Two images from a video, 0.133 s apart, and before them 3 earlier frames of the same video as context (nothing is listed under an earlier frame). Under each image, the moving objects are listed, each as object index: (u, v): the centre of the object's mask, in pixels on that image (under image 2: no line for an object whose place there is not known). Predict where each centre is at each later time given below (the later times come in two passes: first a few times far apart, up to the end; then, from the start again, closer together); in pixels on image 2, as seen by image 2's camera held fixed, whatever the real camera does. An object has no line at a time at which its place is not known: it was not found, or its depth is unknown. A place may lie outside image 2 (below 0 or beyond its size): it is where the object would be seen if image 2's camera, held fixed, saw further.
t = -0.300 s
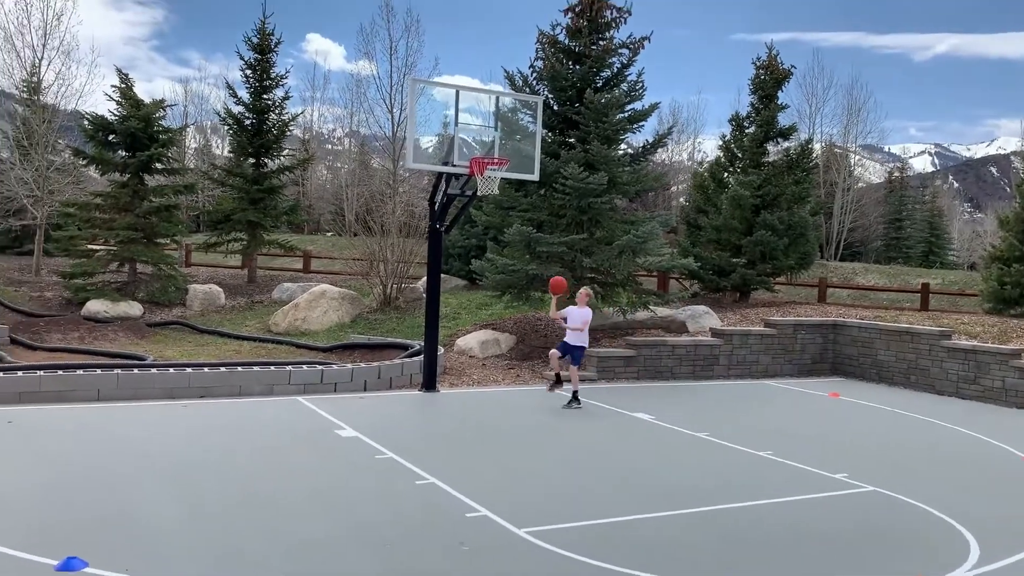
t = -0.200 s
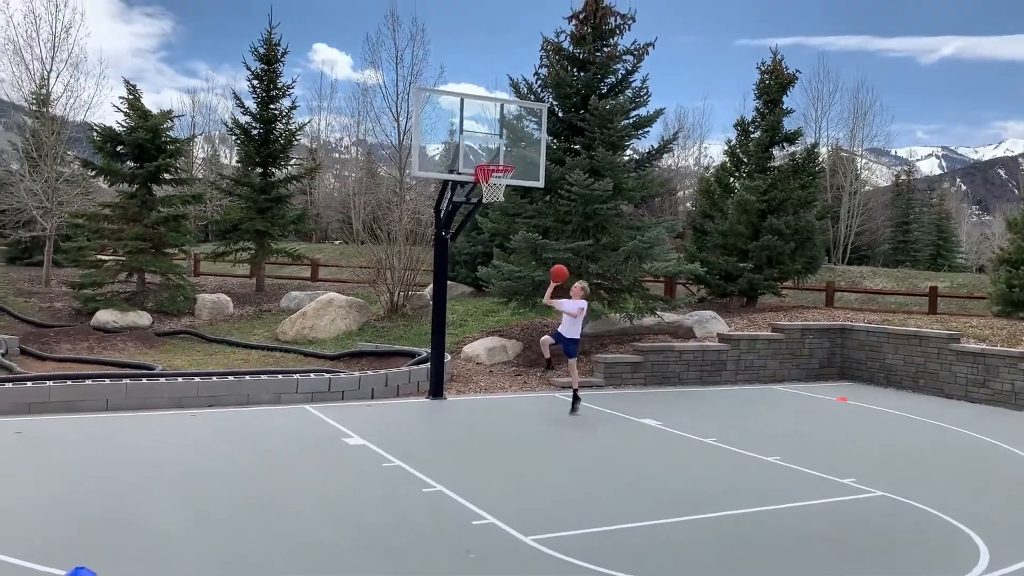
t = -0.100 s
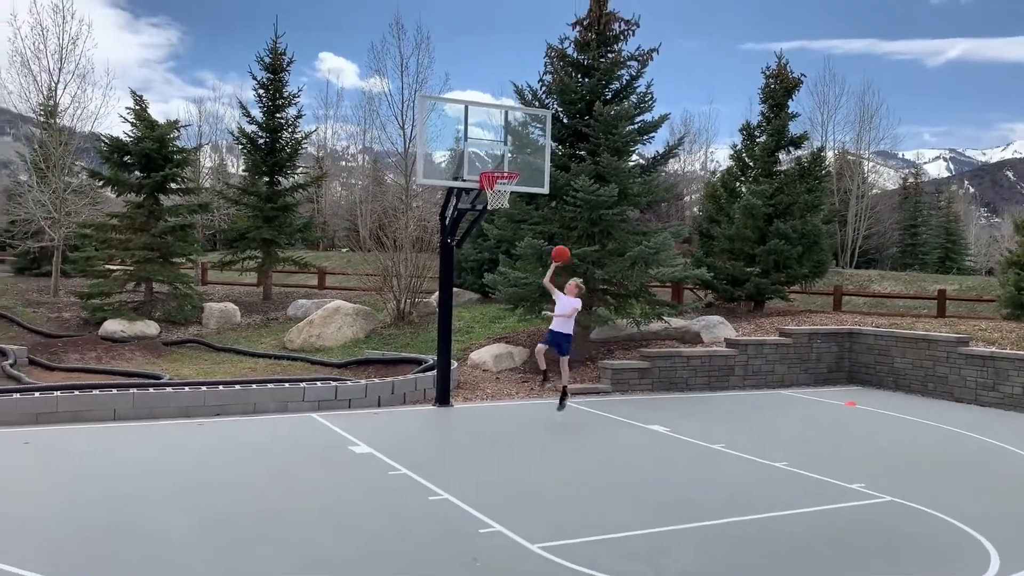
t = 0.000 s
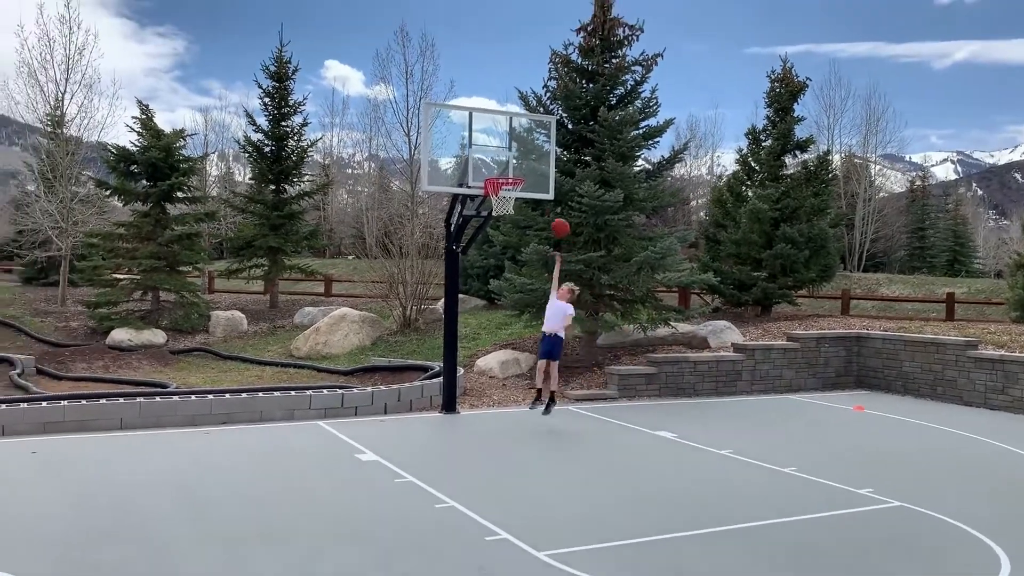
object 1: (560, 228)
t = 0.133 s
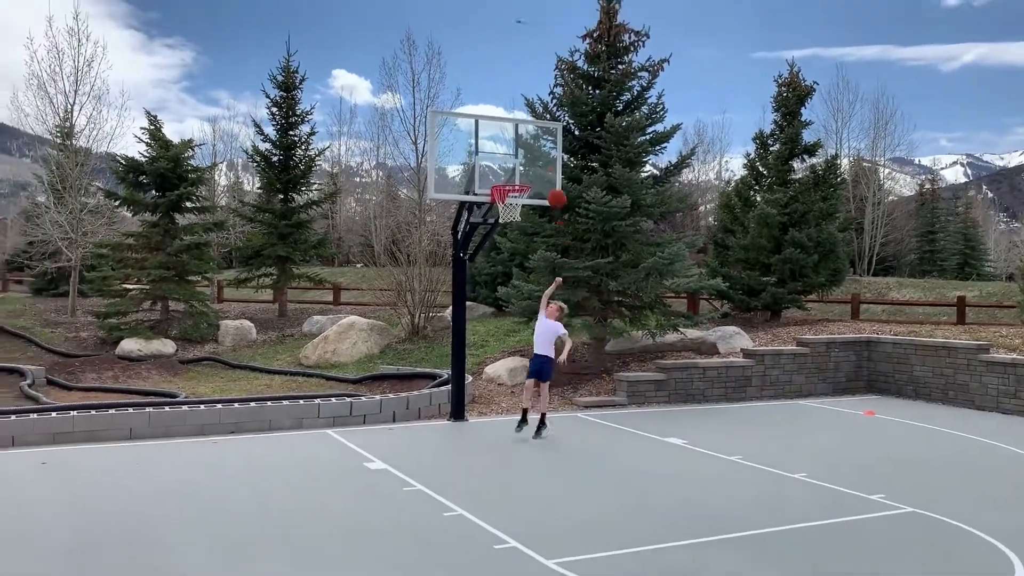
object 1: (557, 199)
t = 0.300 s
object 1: (543, 172)
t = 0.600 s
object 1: (518, 178)
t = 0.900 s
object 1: (502, 226)
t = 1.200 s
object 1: (501, 311)
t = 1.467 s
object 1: (497, 422)
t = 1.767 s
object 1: (513, 329)
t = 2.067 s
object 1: (526, 310)
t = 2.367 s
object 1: (540, 362)
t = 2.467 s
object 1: (546, 397)
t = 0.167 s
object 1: (554, 191)
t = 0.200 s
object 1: (551, 186)
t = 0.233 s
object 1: (548, 180)
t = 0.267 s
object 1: (546, 176)
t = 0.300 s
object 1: (543, 172)
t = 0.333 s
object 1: (541, 171)
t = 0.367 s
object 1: (537, 169)
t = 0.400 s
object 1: (535, 169)
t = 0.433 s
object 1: (532, 168)
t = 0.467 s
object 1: (529, 170)
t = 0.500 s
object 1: (527, 171)
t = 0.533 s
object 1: (524, 173)
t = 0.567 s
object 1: (520, 176)
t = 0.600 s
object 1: (518, 178)
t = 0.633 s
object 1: (515, 180)
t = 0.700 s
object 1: (510, 196)
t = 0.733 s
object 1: (509, 201)
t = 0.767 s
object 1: (508, 208)
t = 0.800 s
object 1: (505, 220)
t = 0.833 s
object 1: (503, 220)
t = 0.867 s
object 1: (503, 222)
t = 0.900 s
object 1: (502, 226)
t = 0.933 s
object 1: (501, 231)
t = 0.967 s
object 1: (500, 238)
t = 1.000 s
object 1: (501, 246)
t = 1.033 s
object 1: (500, 254)
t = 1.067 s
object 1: (501, 264)
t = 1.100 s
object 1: (500, 275)
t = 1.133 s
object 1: (500, 286)
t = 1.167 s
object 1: (500, 299)
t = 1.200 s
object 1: (501, 311)
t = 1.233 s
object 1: (500, 326)
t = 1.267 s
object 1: (499, 340)
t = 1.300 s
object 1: (498, 356)
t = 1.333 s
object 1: (497, 374)
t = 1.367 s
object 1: (497, 392)
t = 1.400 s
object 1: (496, 411)
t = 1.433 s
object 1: (495, 431)
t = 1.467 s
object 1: (497, 422)
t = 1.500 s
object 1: (499, 408)
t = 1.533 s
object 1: (501, 394)
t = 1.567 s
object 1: (502, 382)
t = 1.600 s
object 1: (505, 371)
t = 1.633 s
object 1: (506, 360)
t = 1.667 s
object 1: (508, 350)
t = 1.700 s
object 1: (510, 343)
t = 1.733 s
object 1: (512, 335)
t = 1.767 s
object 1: (513, 329)
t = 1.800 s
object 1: (514, 322)
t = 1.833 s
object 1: (517, 318)
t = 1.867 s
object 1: (518, 314)
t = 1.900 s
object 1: (520, 311)
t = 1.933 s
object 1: (521, 309)
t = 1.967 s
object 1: (522, 308)
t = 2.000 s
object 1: (523, 308)
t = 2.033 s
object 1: (525, 309)
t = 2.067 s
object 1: (526, 310)
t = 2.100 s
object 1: (529, 312)
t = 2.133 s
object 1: (530, 315)
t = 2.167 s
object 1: (532, 319)
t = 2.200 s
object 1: (533, 324)
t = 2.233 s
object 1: (535, 330)
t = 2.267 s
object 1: (537, 337)
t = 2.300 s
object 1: (537, 344)
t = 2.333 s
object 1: (538, 353)
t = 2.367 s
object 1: (540, 362)
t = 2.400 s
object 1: (542, 373)
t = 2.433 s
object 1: (544, 384)
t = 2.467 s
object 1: (546, 397)
